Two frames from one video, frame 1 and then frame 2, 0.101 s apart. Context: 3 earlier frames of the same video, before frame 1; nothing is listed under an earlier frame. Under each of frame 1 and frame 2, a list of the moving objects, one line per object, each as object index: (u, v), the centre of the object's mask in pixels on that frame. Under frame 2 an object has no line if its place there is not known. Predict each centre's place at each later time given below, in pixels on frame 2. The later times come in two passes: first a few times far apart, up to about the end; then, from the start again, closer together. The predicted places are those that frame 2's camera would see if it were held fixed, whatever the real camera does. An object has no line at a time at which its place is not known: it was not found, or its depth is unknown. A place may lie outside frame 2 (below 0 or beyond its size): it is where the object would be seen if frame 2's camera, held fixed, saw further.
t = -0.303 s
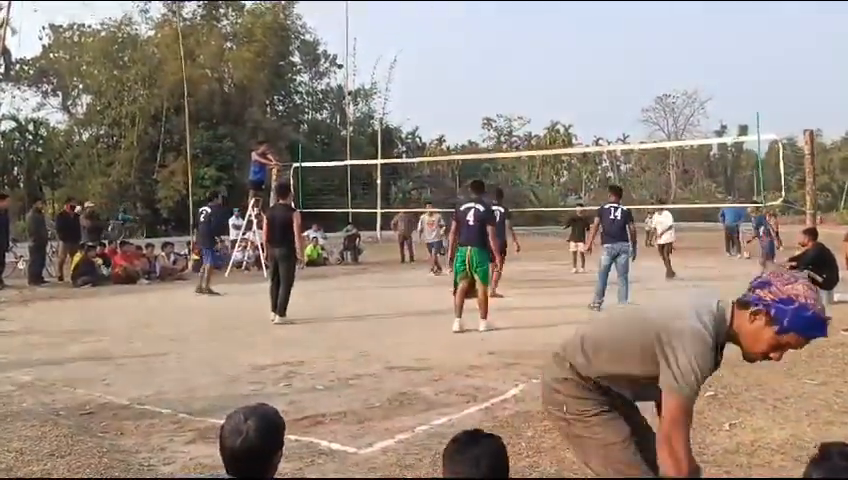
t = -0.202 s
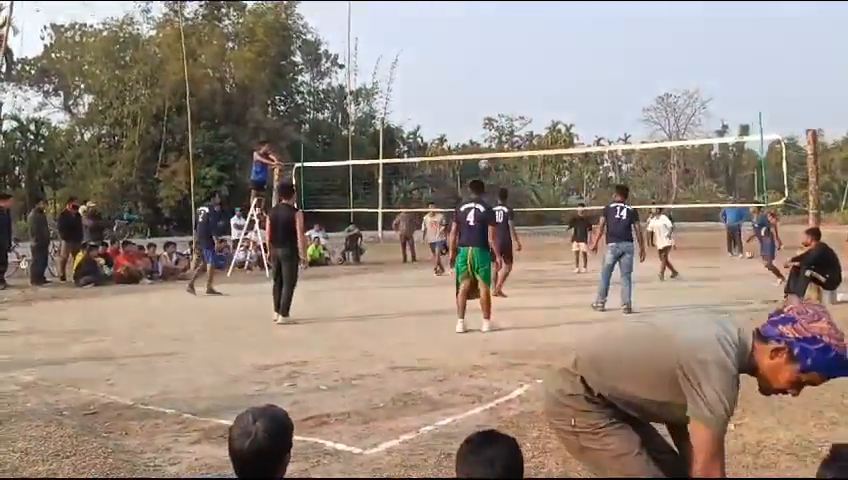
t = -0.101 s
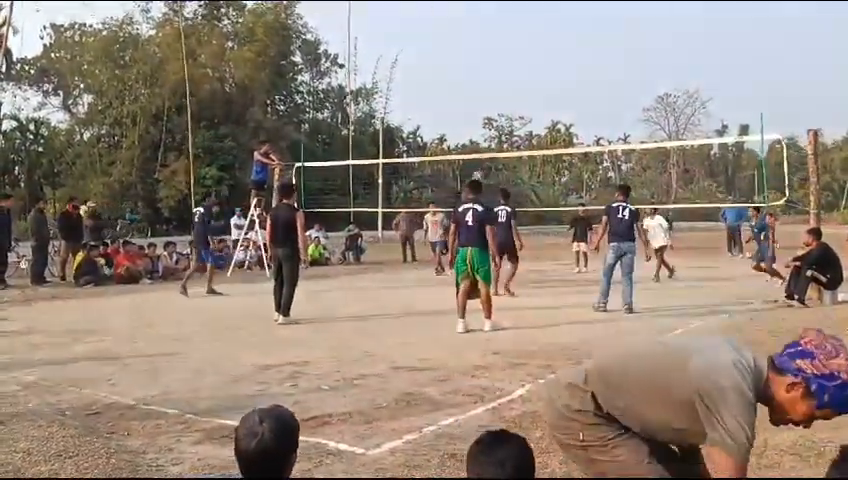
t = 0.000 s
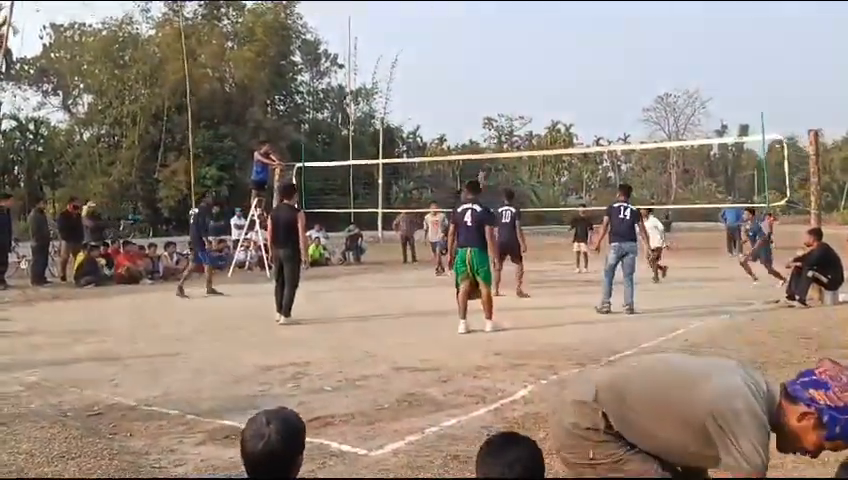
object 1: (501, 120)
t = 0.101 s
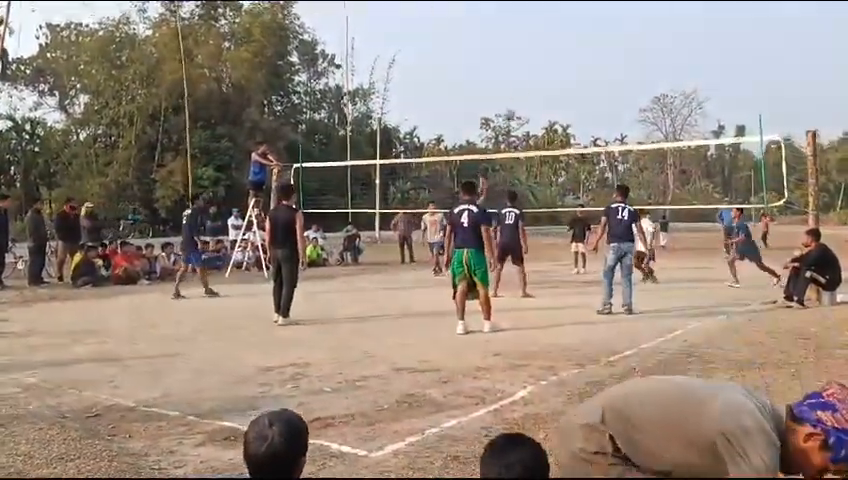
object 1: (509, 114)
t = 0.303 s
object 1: (546, 67)
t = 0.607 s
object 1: (598, 46)
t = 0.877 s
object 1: (643, 69)
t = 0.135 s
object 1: (518, 101)
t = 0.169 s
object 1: (524, 93)
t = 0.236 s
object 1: (535, 79)
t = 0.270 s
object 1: (540, 73)
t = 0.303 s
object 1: (546, 67)
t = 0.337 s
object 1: (552, 62)
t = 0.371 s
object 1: (557, 58)
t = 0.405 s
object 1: (563, 55)
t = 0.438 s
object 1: (569, 52)
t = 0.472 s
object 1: (575, 50)
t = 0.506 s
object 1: (581, 49)
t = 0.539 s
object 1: (587, 47)
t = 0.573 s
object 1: (592, 46)
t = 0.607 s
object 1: (598, 46)
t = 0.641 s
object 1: (604, 47)
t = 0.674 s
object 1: (609, 49)
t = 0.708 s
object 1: (615, 51)
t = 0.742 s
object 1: (621, 53)
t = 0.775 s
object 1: (626, 56)
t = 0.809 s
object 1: (629, 58)
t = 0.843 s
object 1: (637, 64)
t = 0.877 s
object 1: (643, 69)
